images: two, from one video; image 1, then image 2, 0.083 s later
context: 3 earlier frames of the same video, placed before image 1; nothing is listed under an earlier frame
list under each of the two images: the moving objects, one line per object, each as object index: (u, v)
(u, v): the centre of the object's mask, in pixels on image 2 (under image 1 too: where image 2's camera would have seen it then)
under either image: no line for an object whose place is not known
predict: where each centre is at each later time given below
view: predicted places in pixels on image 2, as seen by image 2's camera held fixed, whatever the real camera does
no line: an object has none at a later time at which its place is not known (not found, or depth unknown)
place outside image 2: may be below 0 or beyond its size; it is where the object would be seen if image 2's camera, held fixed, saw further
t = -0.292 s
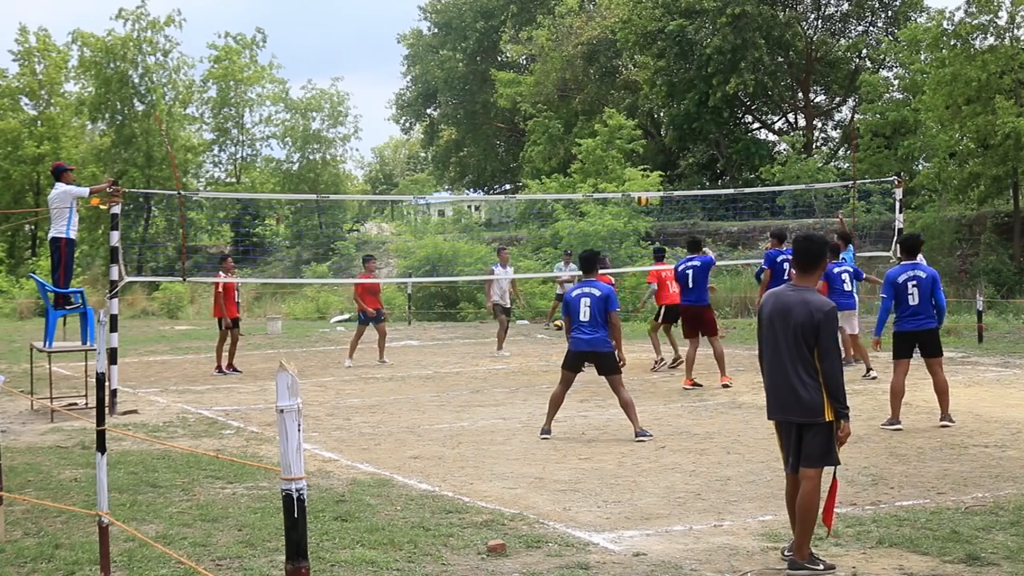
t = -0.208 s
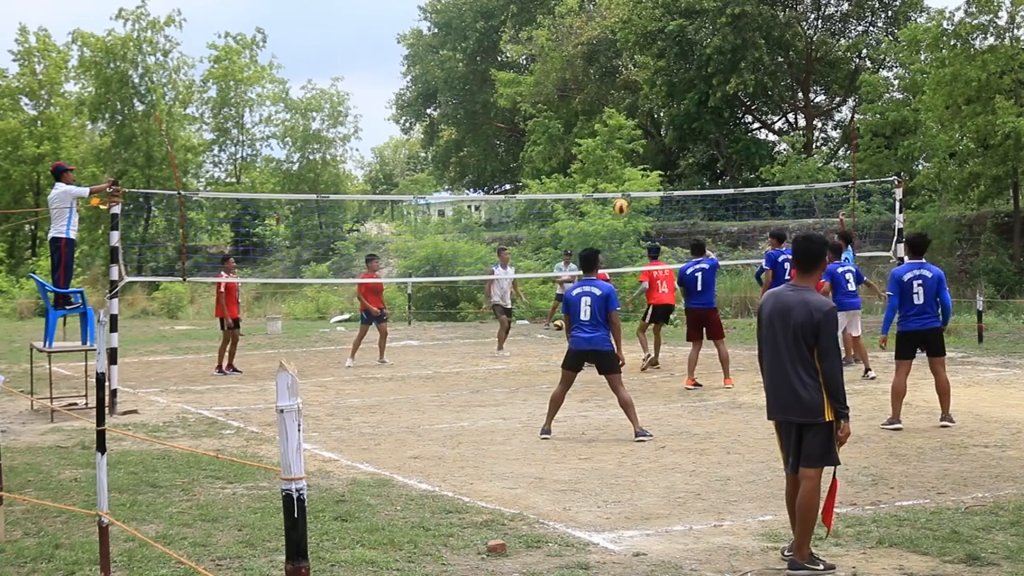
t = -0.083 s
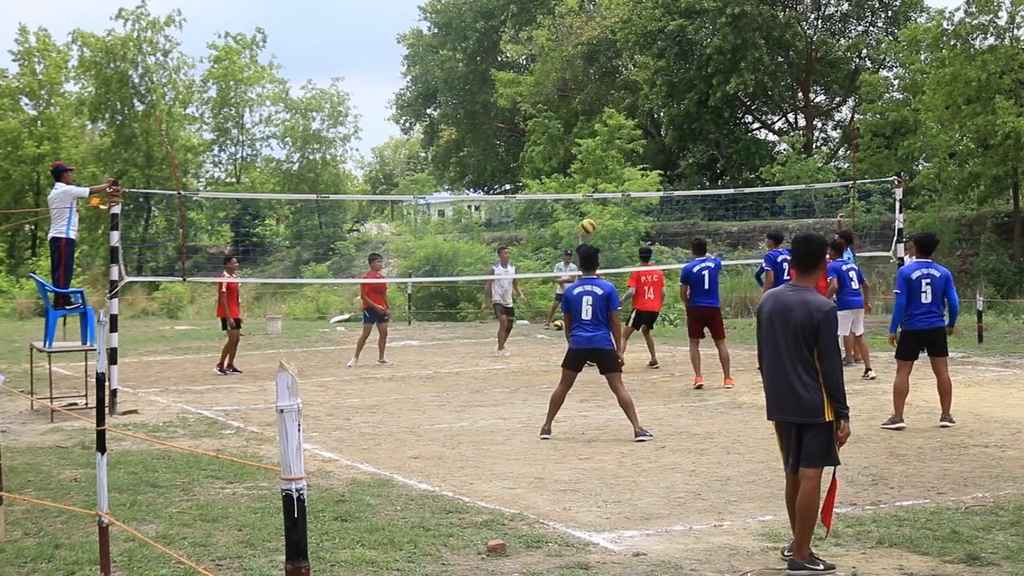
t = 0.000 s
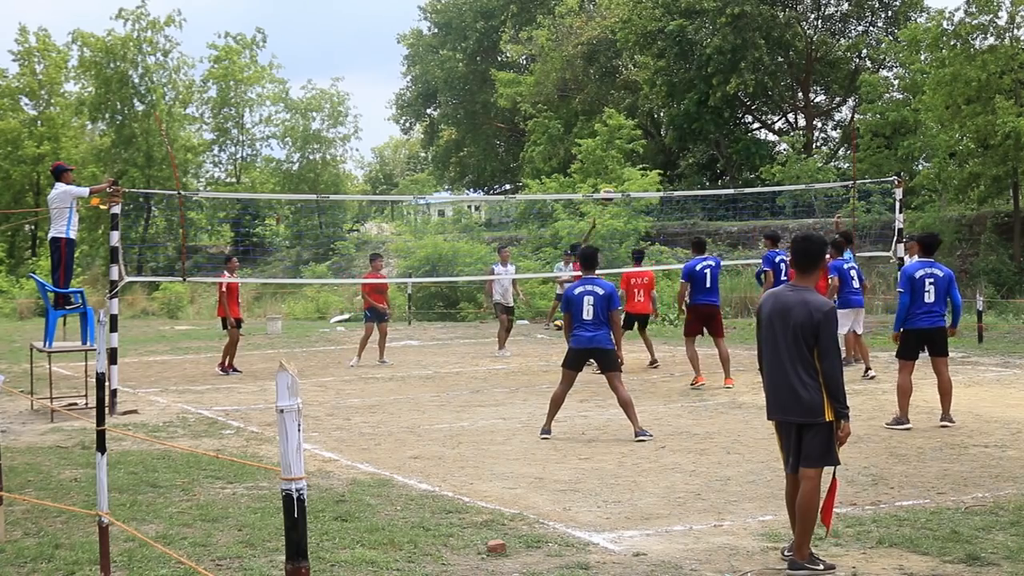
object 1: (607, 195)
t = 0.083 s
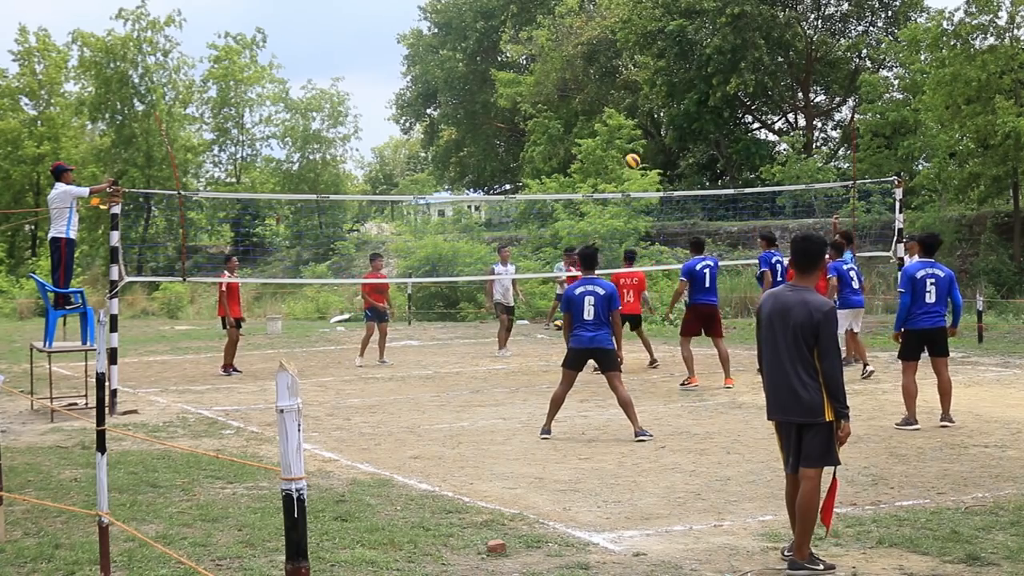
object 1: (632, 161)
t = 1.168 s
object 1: (1019, 191)
